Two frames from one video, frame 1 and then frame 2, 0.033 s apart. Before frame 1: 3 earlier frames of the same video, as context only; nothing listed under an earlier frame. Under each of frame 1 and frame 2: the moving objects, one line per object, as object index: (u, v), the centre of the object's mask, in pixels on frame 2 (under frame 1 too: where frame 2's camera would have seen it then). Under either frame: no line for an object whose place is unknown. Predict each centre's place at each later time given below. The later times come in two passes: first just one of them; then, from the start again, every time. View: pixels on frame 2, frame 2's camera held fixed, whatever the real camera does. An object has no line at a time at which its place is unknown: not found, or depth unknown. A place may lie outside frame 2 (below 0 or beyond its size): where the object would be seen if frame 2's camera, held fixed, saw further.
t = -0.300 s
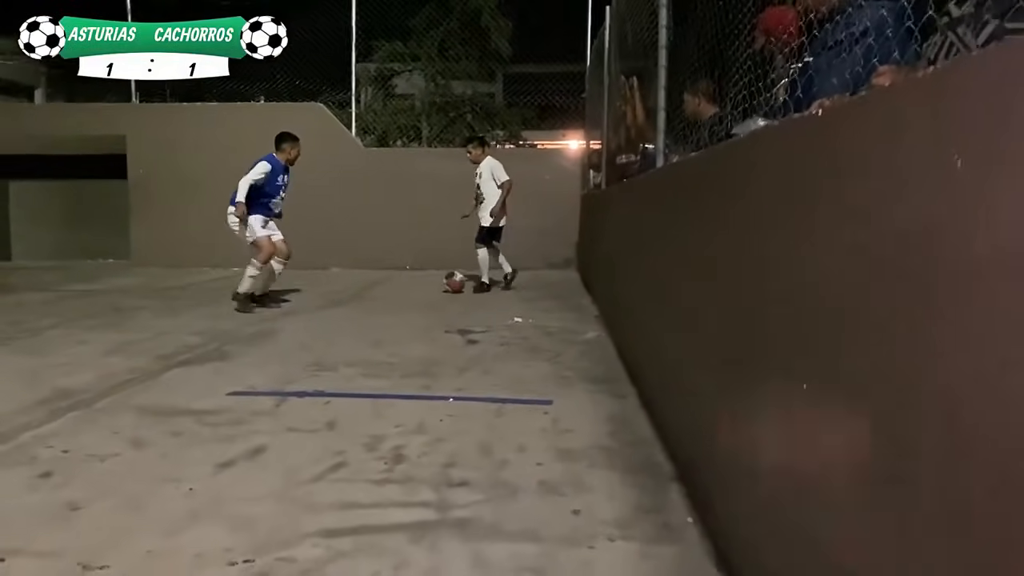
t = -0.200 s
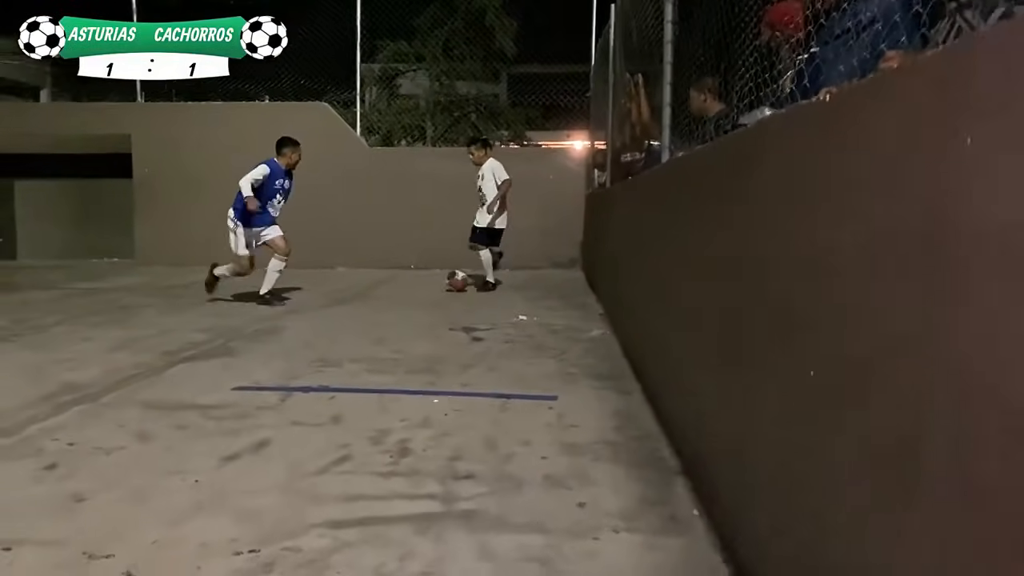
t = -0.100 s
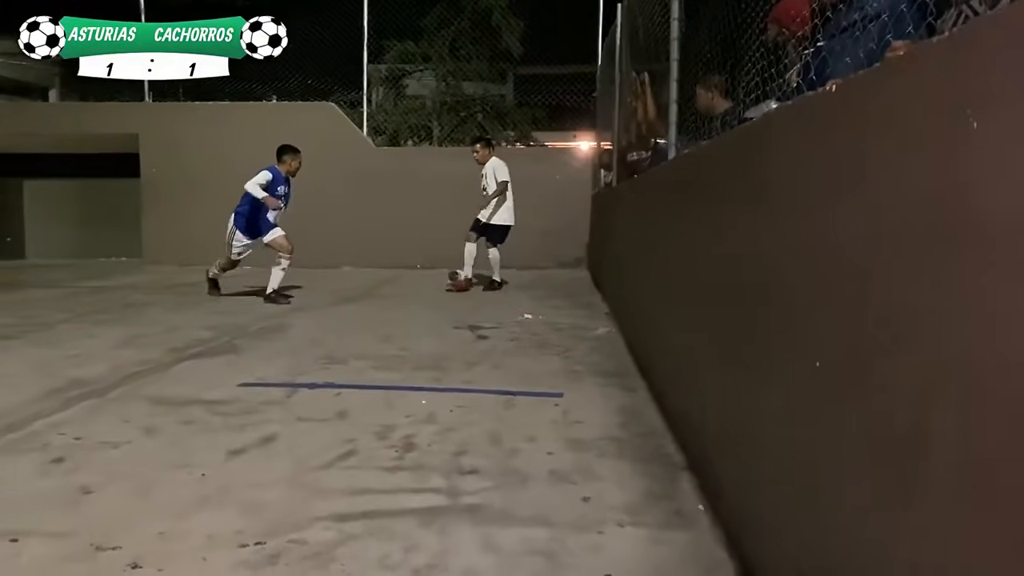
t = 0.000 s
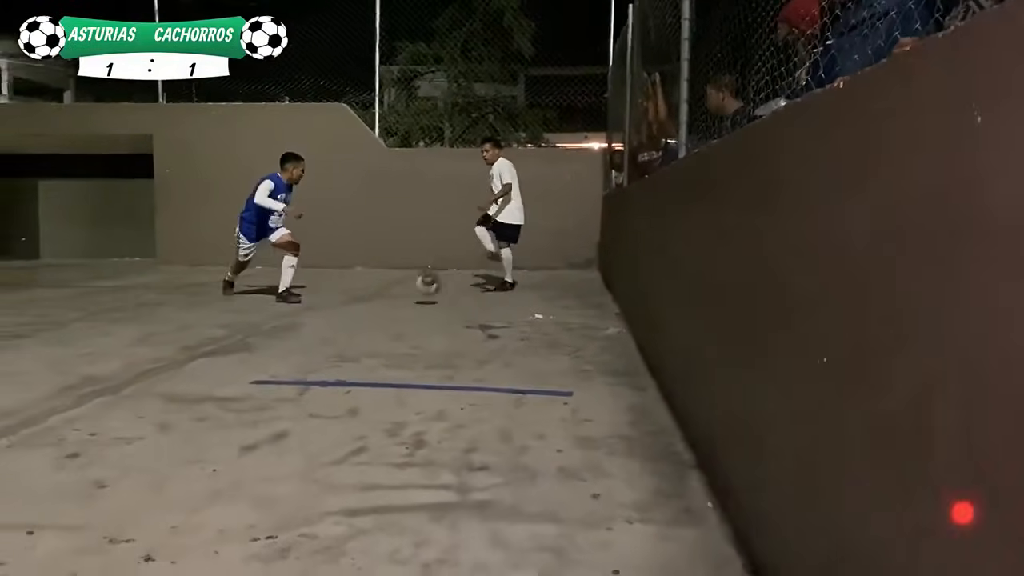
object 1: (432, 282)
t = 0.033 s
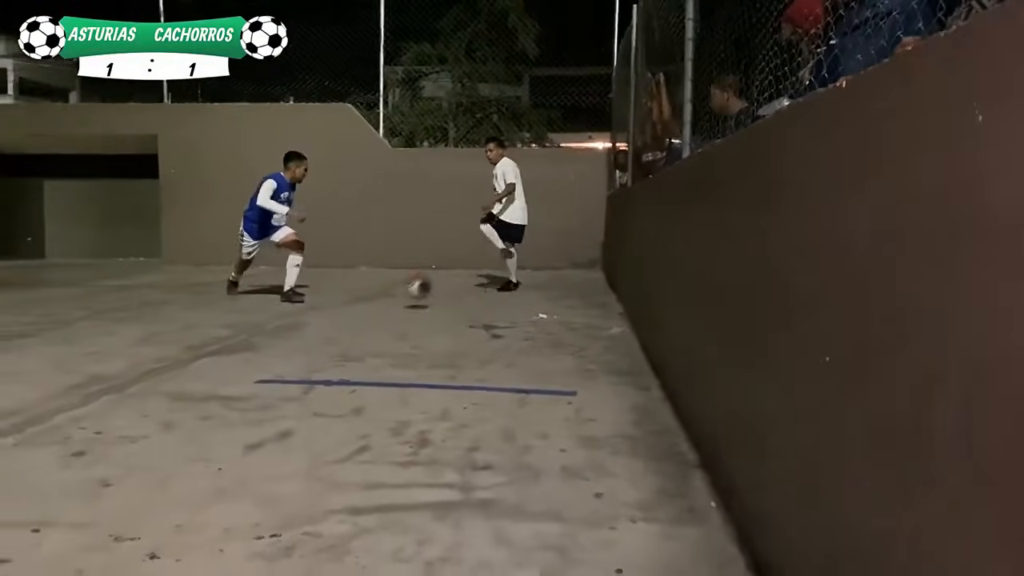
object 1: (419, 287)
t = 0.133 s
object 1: (369, 308)
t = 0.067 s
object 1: (403, 294)
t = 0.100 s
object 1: (387, 300)
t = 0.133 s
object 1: (369, 308)
